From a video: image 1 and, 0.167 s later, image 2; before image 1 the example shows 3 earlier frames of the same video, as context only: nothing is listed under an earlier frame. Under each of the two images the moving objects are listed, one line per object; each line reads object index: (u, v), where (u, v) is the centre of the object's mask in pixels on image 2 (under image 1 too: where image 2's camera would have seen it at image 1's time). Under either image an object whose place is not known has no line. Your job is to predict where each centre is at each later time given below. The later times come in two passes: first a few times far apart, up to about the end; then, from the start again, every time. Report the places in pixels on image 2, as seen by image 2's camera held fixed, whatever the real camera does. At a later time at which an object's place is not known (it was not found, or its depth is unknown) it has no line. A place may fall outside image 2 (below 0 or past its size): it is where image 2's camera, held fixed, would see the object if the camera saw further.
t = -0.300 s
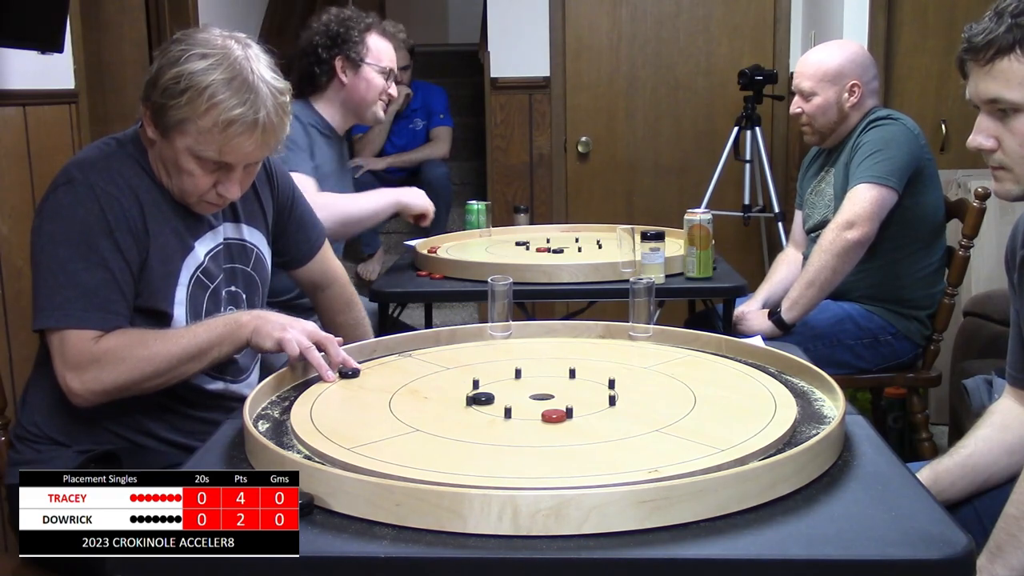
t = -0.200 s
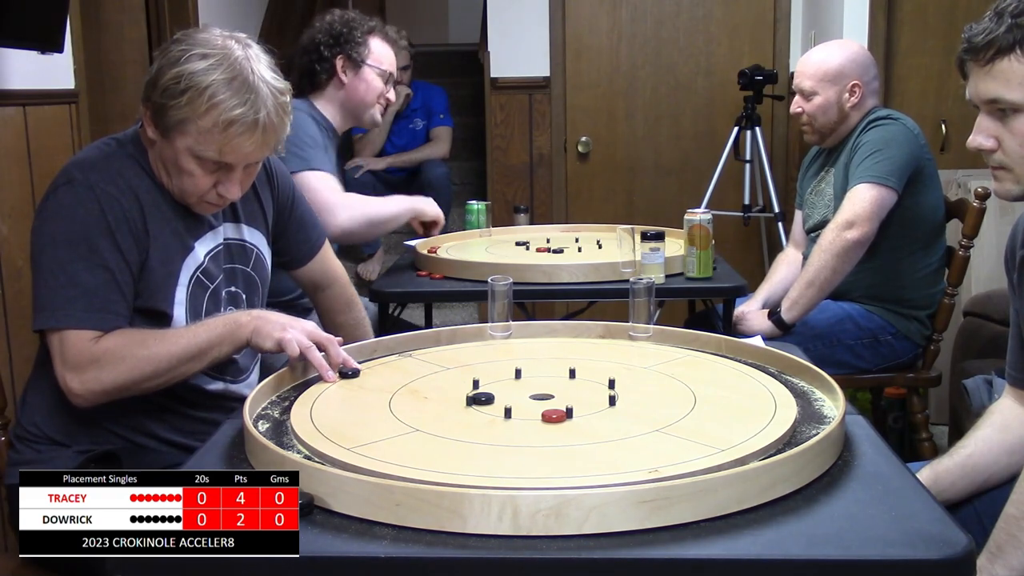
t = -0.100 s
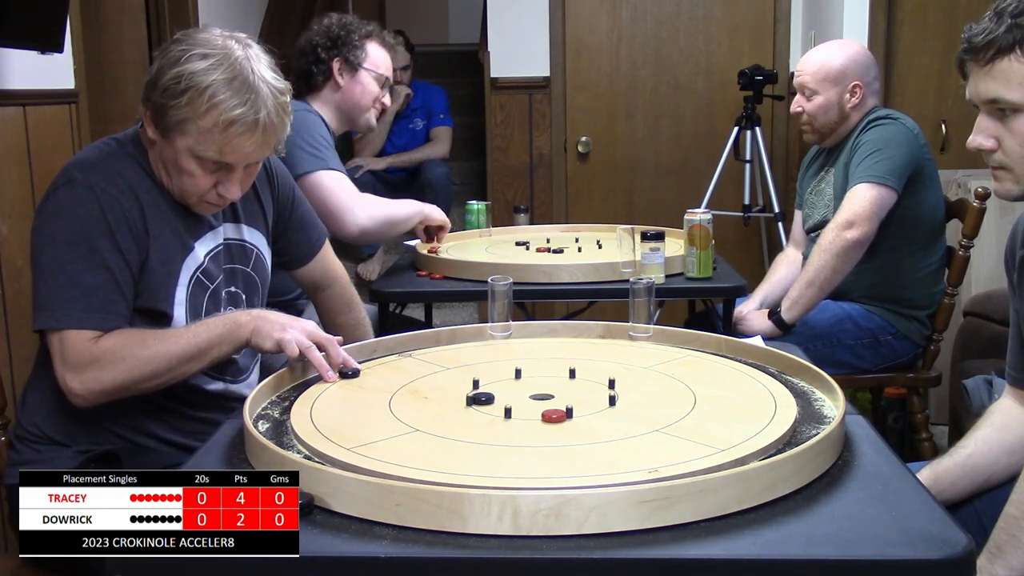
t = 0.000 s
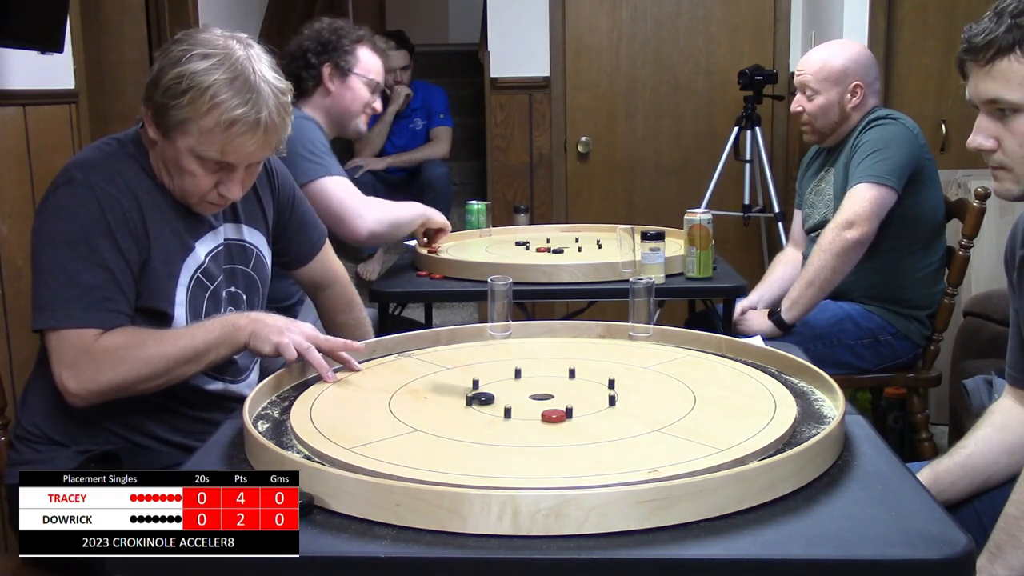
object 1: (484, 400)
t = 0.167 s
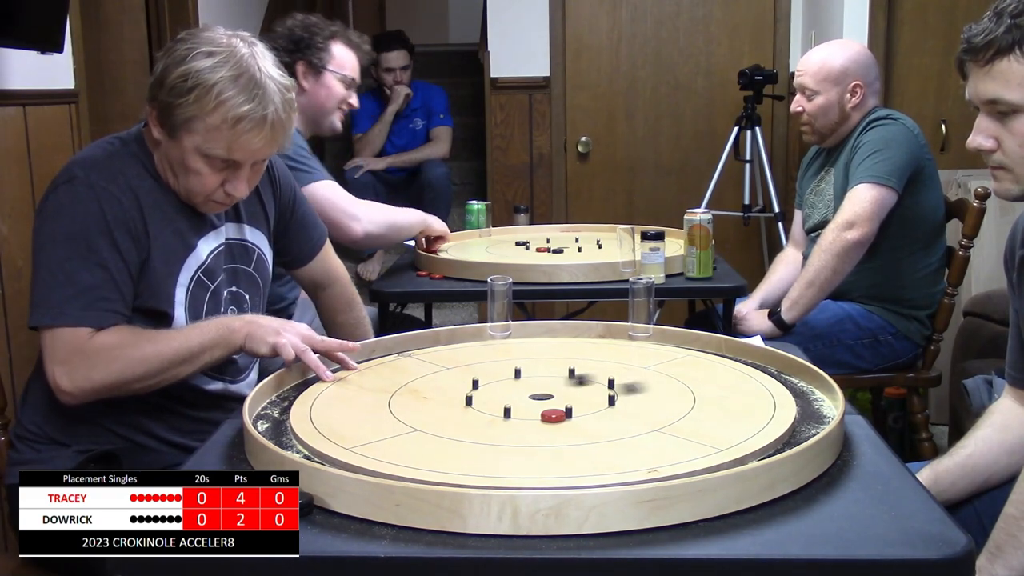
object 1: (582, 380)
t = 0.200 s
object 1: (598, 377)
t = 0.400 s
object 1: (690, 366)
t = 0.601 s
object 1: (737, 360)
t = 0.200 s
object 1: (598, 377)
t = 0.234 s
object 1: (620, 375)
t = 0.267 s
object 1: (634, 373)
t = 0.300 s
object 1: (651, 371)
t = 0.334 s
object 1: (664, 369)
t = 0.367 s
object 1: (678, 368)
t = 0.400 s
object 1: (690, 366)
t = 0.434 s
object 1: (700, 365)
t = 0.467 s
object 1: (709, 364)
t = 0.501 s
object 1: (718, 363)
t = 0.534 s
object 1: (725, 362)
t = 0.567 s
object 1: (732, 361)
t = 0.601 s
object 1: (737, 360)
